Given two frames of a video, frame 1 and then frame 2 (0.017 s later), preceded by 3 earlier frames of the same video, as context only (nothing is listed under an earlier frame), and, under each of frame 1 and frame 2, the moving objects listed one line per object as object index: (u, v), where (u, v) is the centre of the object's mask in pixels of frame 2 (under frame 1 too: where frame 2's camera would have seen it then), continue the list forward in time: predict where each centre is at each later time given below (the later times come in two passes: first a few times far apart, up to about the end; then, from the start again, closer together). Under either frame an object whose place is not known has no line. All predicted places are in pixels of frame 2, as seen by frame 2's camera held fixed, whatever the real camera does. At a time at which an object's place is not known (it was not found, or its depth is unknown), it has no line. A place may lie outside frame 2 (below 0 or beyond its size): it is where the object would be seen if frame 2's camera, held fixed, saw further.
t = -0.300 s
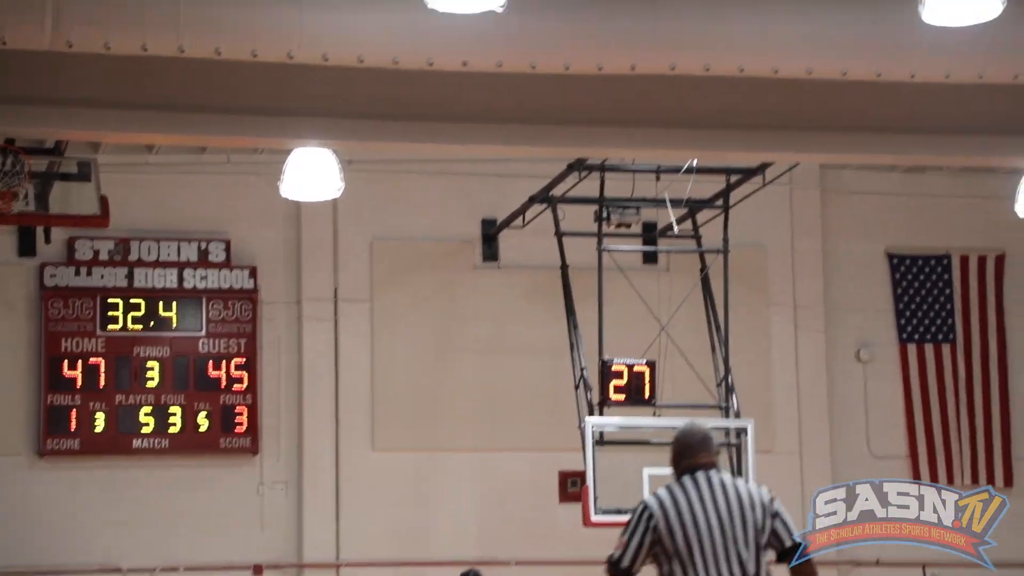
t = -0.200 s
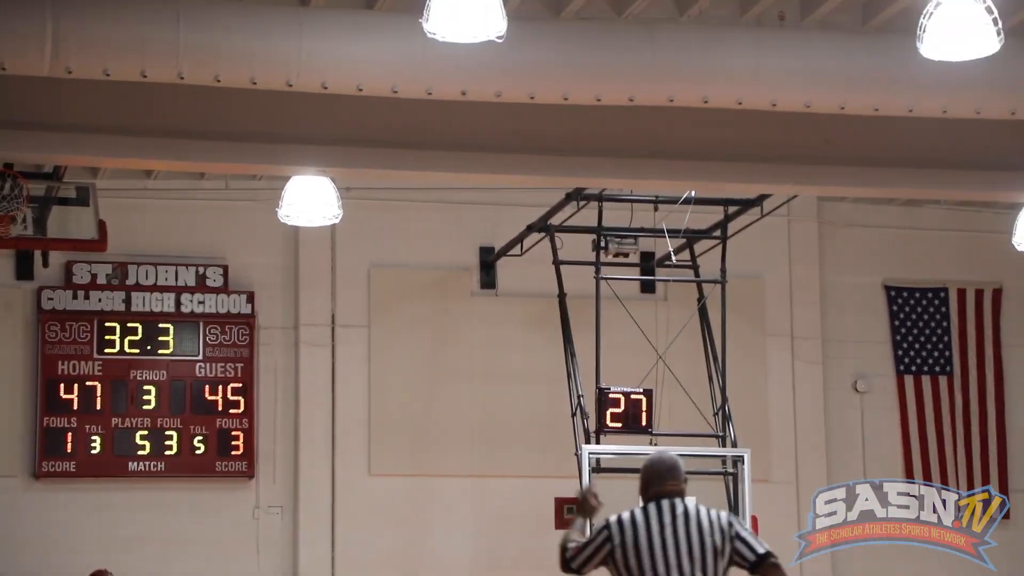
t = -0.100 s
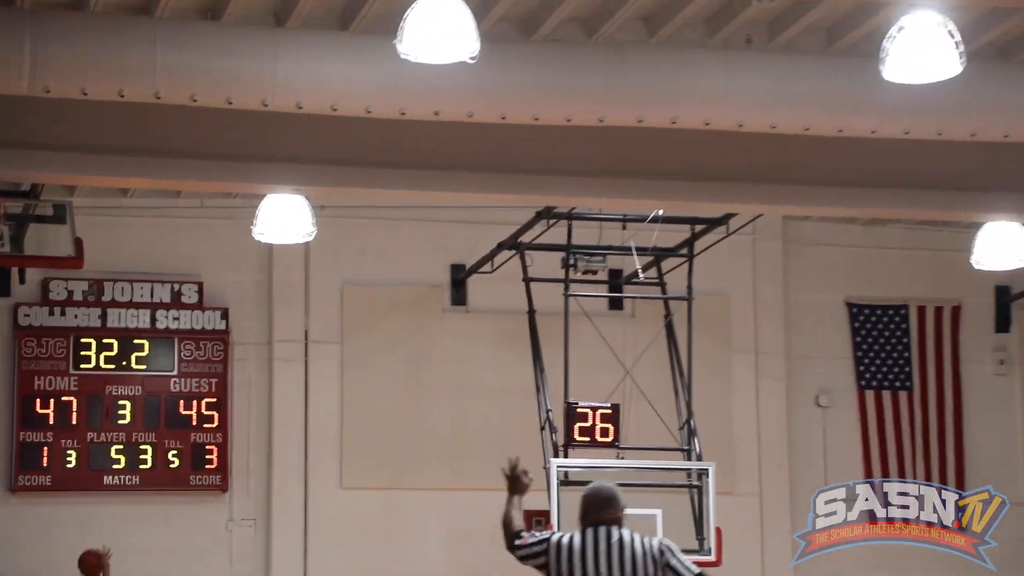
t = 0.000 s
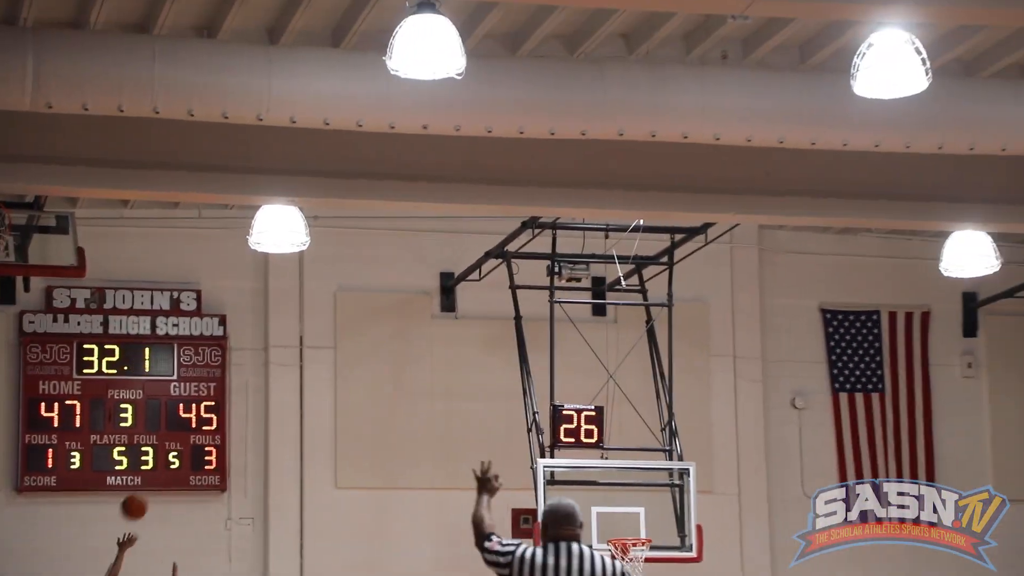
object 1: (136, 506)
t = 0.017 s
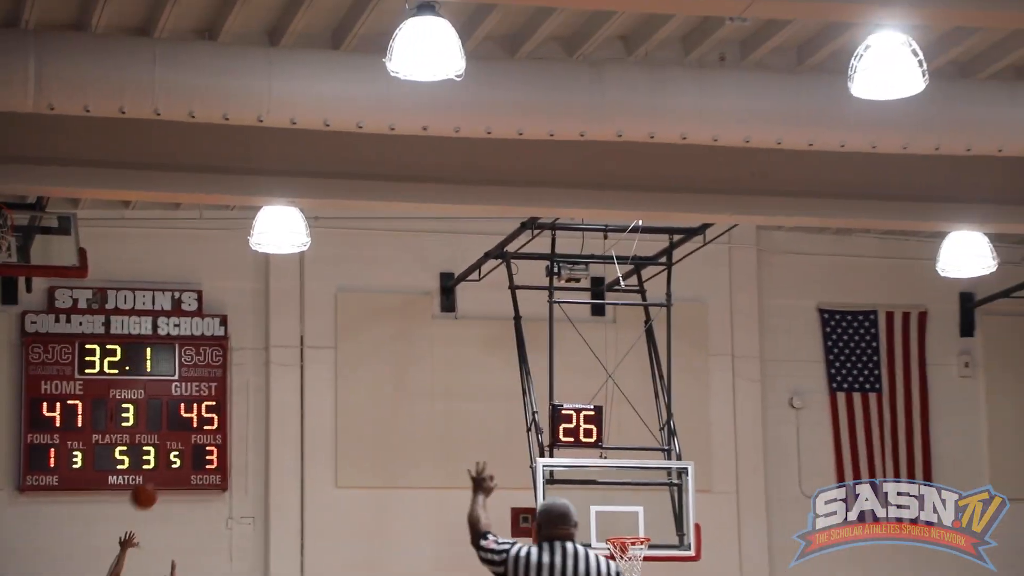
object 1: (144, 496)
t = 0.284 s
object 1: (269, 385)
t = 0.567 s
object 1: (385, 352)
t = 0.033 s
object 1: (153, 485)
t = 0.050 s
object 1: (160, 478)
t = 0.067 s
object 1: (168, 469)
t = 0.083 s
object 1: (176, 459)
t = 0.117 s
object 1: (193, 444)
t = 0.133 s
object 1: (201, 437)
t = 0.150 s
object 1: (209, 430)
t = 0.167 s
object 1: (217, 422)
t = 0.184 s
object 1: (227, 416)
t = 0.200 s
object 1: (234, 412)
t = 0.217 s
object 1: (240, 404)
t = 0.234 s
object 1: (247, 400)
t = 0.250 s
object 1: (254, 394)
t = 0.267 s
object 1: (262, 389)
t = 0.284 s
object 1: (269, 385)
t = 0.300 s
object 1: (276, 381)
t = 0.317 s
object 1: (283, 377)
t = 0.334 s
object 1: (290, 373)
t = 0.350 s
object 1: (297, 370)
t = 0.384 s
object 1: (311, 364)
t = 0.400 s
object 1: (318, 362)
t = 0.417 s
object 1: (325, 359)
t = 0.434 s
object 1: (332, 358)
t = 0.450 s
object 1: (339, 356)
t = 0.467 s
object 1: (346, 355)
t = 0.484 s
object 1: (353, 353)
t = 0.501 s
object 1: (359, 352)
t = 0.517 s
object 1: (366, 352)
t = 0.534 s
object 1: (373, 352)
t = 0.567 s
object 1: (385, 352)
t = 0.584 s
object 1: (392, 352)
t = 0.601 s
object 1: (398, 353)
